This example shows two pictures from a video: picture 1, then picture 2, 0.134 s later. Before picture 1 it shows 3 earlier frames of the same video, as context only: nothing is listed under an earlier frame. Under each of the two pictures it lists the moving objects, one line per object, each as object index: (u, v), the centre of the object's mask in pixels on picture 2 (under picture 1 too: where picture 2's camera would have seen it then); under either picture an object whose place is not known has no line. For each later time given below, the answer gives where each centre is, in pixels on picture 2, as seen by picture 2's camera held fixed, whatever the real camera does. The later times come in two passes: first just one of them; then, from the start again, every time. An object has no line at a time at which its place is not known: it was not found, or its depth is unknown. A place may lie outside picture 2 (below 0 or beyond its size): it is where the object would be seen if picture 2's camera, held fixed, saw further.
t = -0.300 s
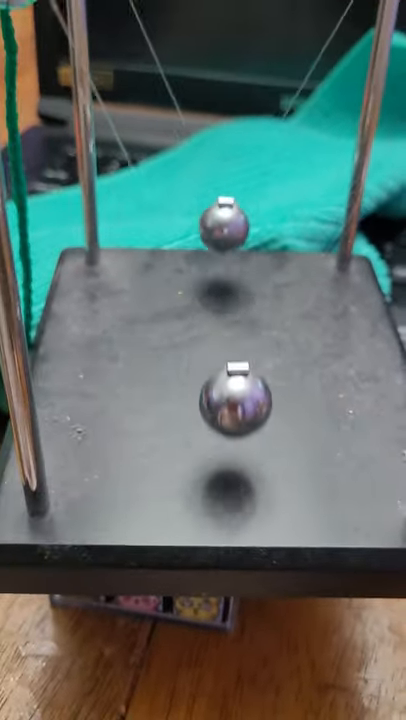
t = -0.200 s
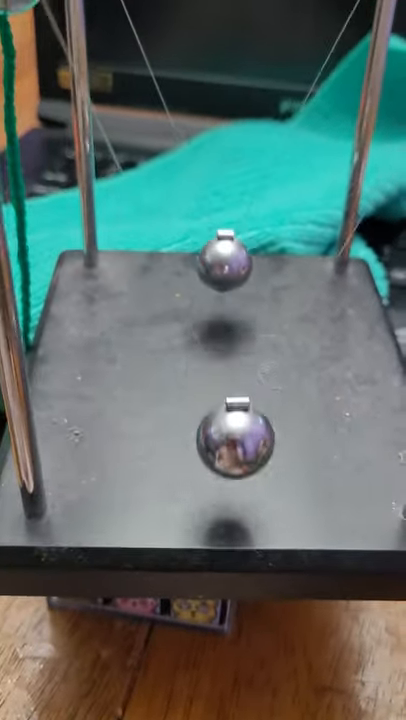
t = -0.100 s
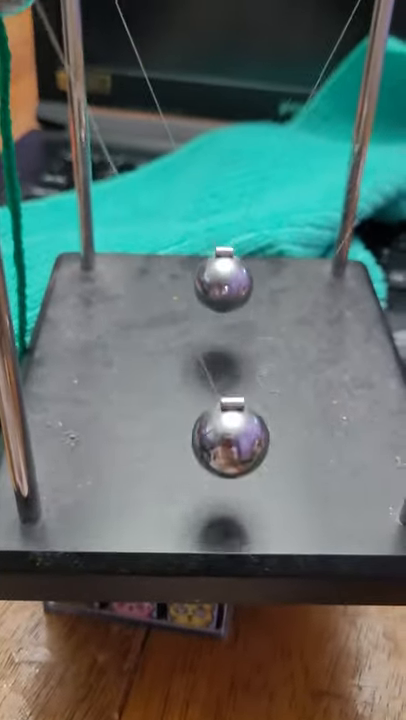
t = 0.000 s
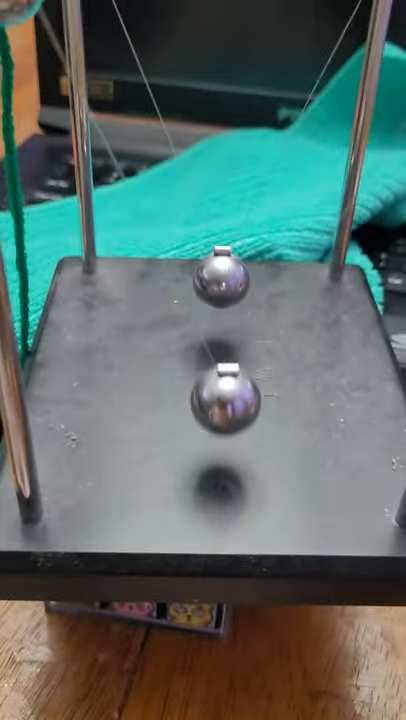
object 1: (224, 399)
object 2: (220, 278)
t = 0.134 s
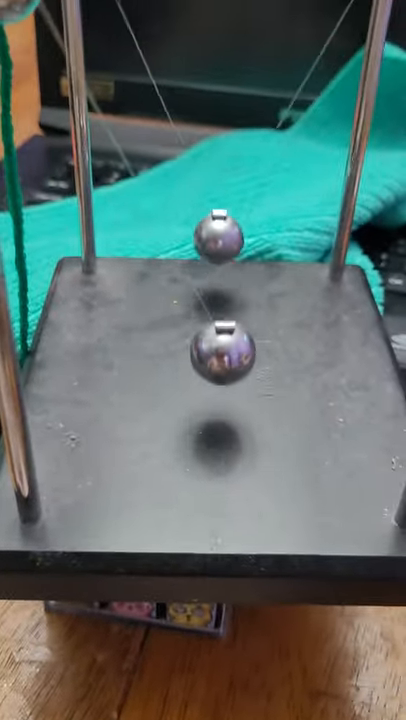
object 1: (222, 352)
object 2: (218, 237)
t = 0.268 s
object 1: (224, 377)
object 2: (218, 220)
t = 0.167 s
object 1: (222, 351)
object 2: (218, 228)
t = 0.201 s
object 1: (223, 355)
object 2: (217, 221)
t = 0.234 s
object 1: (223, 364)
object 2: (217, 219)
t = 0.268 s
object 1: (224, 377)
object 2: (218, 220)
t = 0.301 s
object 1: (224, 392)
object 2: (218, 225)
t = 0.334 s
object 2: (218, 233)
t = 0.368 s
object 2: (218, 244)
